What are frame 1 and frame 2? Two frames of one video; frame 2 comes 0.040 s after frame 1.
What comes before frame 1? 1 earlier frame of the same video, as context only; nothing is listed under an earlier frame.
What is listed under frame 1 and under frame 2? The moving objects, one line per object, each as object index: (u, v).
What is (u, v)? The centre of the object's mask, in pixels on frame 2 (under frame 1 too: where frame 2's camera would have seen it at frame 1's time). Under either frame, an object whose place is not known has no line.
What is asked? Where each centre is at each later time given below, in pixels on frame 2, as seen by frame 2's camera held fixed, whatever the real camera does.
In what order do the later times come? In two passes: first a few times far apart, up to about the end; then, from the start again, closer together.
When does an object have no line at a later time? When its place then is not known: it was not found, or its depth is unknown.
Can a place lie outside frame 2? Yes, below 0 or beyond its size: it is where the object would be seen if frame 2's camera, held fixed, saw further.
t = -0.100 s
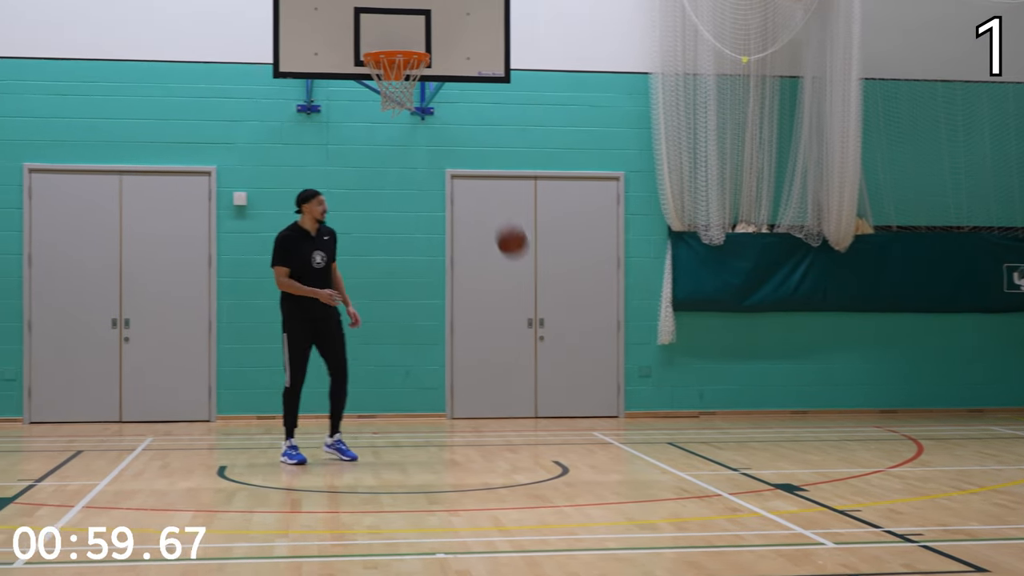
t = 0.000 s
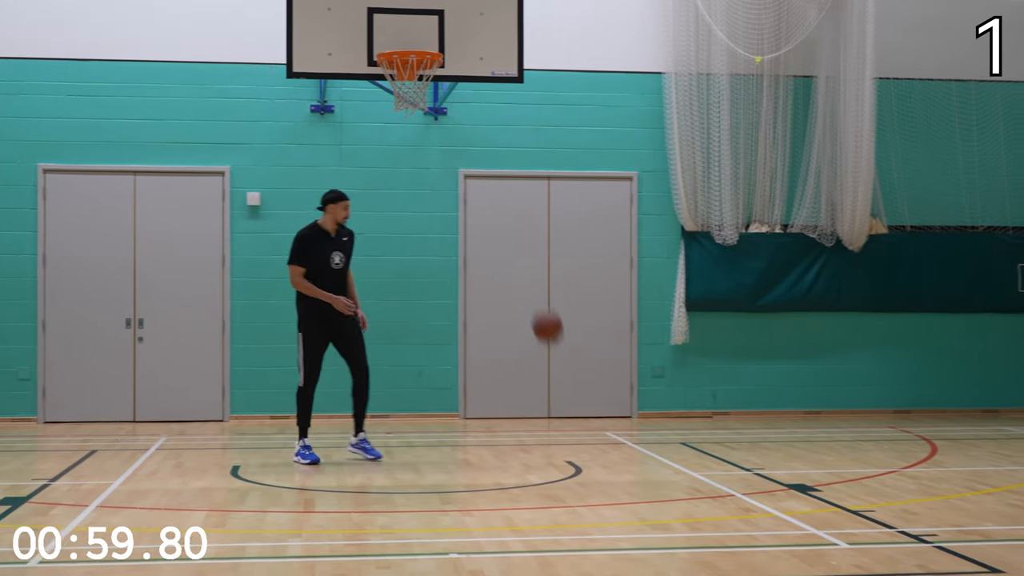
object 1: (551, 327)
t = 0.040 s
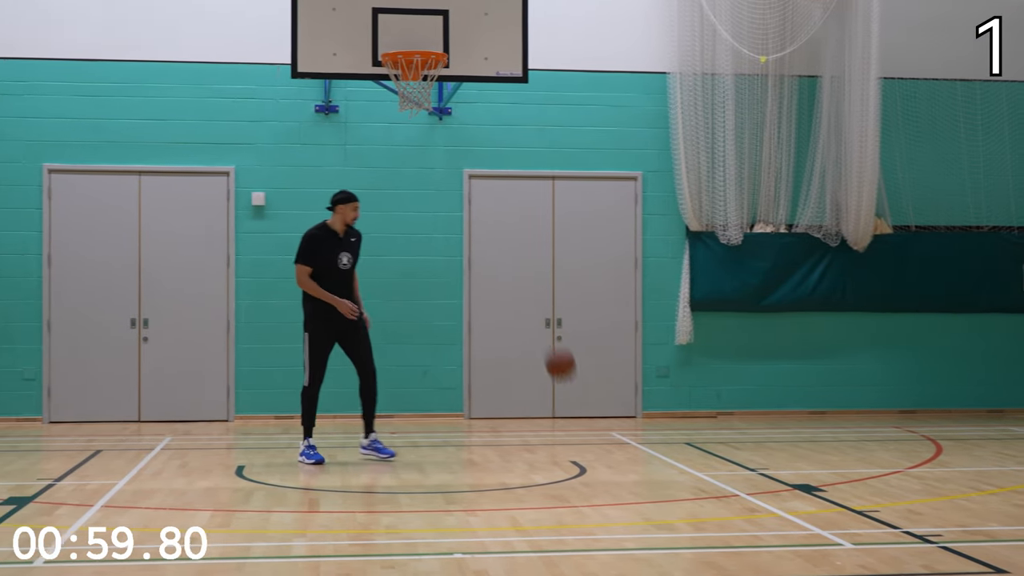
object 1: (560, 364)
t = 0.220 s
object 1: (607, 385)
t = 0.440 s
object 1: (668, 288)
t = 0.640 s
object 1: (723, 254)
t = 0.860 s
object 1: (780, 270)
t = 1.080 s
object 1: (834, 340)
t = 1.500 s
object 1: (917, 353)
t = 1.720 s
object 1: (955, 343)
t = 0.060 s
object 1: (564, 383)
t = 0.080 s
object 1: (569, 403)
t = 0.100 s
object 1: (573, 423)
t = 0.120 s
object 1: (577, 444)
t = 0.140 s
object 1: (583, 435)
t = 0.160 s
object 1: (589, 421)
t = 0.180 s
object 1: (595, 409)
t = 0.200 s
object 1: (601, 397)
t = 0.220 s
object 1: (607, 385)
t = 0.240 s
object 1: (612, 373)
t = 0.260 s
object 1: (618, 362)
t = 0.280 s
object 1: (623, 352)
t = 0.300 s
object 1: (628, 343)
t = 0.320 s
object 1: (634, 333)
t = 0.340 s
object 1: (640, 324)
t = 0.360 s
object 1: (646, 316)
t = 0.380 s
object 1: (651, 308)
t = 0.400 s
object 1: (657, 301)
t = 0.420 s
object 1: (663, 294)
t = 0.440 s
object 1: (668, 288)
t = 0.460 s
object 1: (673, 282)
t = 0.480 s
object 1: (679, 277)
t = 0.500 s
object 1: (685, 272)
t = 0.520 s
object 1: (691, 268)
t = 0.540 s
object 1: (695, 264)
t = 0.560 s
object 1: (702, 261)
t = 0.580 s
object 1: (707, 259)
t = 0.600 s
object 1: (712, 257)
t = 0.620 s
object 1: (717, 255)
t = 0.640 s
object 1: (723, 254)
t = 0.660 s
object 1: (727, 253)
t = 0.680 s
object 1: (732, 253)
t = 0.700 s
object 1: (737, 253)
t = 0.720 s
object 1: (744, 253)
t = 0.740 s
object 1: (749, 254)
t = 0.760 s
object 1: (754, 255)
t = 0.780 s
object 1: (759, 257)
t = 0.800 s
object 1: (764, 260)
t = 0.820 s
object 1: (769, 263)
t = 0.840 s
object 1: (775, 266)
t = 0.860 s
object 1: (780, 270)
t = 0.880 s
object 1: (785, 274)
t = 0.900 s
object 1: (791, 279)
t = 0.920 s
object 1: (795, 284)
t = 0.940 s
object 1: (800, 289)
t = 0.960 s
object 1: (805, 295)
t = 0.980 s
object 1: (810, 301)
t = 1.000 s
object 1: (813, 308)
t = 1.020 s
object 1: (818, 315)
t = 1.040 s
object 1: (822, 324)
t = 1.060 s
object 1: (829, 332)
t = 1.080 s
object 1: (834, 340)
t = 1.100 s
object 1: (838, 349)
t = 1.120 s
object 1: (843, 358)
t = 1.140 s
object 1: (848, 369)
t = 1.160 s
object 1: (852, 378)
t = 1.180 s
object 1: (857, 389)
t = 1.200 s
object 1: (859, 400)
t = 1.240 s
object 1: (868, 424)
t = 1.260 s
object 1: (873, 426)
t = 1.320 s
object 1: (884, 402)
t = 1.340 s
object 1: (889, 394)
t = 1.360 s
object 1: (892, 388)
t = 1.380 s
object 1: (896, 381)
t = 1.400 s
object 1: (900, 376)
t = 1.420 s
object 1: (903, 371)
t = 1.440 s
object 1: (906, 365)
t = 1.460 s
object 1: (910, 361)
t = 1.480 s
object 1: (914, 357)
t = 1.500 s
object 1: (917, 353)
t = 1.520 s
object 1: (921, 350)
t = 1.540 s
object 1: (924, 347)
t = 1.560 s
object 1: (927, 345)
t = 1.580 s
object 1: (931, 343)
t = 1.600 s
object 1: (935, 342)
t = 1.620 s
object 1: (938, 341)
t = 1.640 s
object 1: (942, 341)
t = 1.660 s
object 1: (945, 341)
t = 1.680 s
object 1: (949, 341)
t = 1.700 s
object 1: (952, 341)
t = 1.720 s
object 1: (955, 343)
